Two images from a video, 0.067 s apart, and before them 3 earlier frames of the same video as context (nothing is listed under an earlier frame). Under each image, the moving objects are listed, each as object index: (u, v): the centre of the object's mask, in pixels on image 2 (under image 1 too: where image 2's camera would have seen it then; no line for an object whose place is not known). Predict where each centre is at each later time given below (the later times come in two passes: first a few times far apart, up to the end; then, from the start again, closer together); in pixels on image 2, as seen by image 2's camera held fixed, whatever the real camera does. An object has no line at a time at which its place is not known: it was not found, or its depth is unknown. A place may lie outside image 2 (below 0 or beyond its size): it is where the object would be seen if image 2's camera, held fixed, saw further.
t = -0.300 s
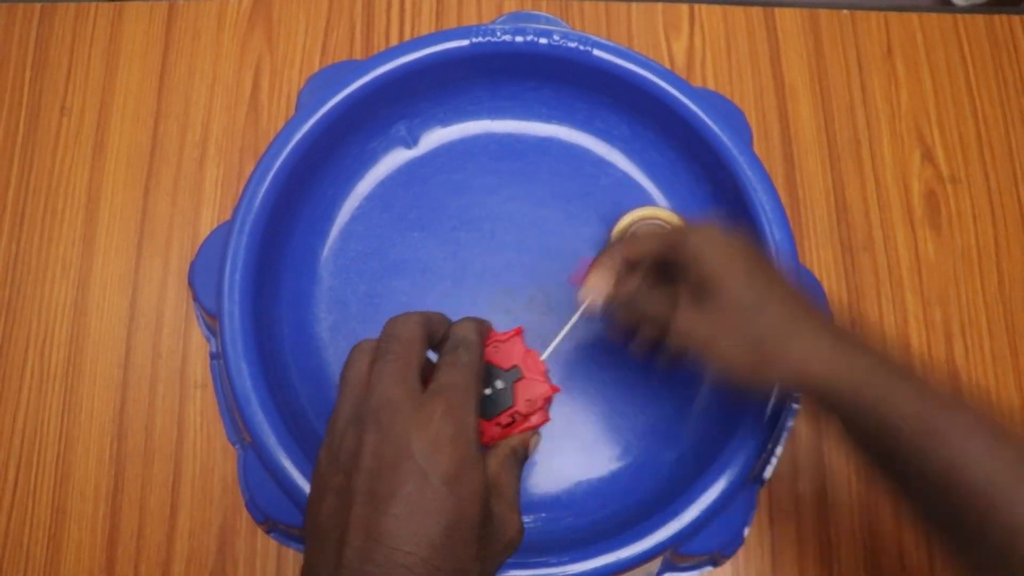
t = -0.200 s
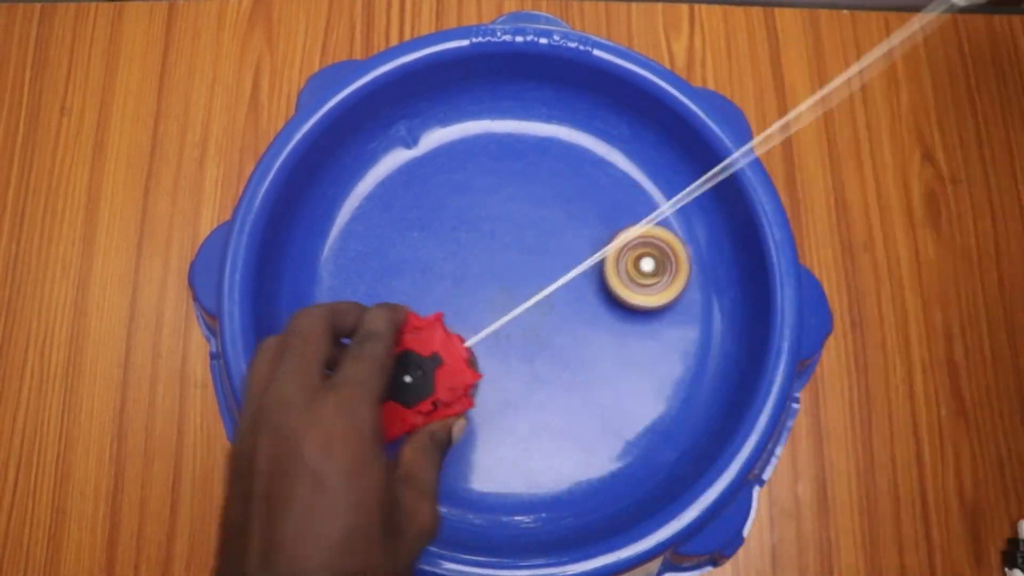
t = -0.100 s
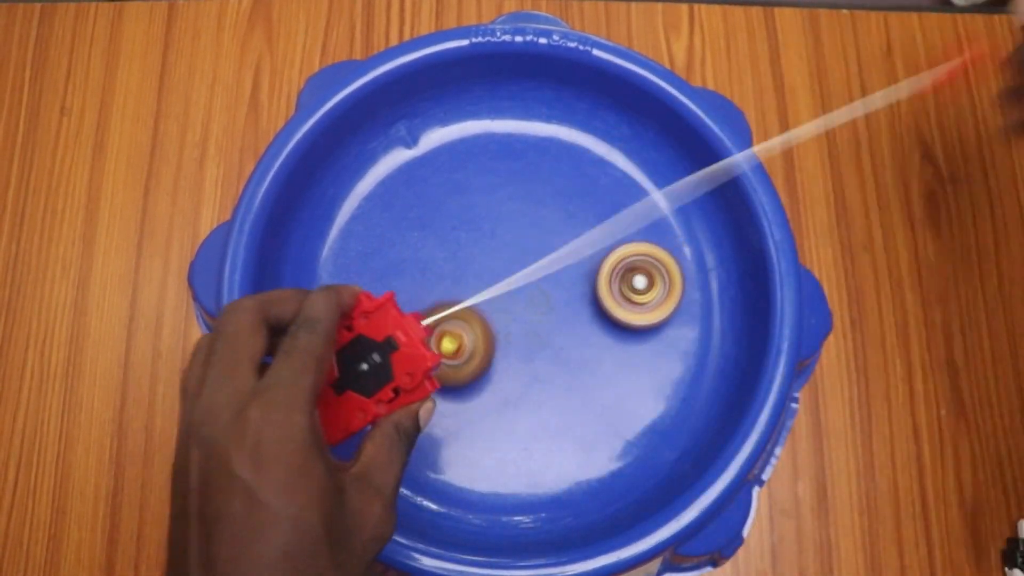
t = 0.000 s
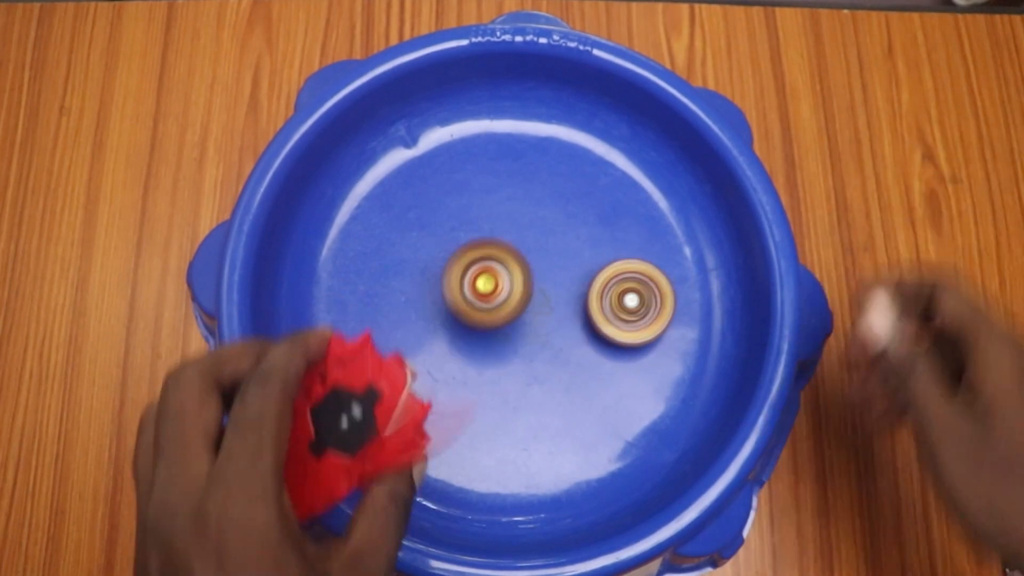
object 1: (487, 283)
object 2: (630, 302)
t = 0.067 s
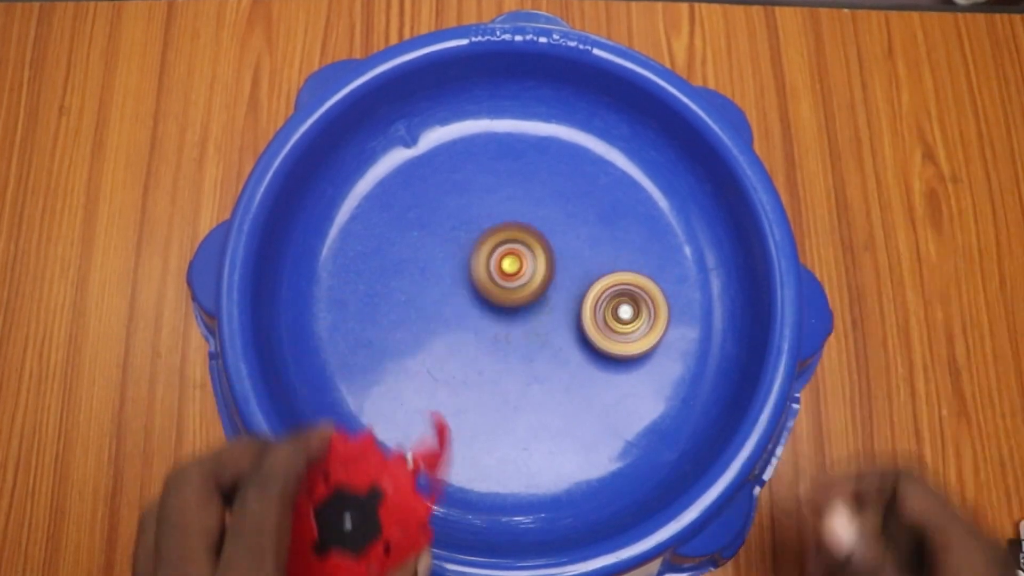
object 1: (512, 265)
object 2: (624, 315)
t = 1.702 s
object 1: (595, 417)
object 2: (381, 398)
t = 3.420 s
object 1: (507, 260)
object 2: (576, 173)
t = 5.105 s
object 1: (556, 320)
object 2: (557, 428)
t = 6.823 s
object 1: (512, 272)
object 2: (464, 198)
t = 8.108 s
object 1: (561, 370)
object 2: (663, 273)
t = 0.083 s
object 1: (517, 262)
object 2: (622, 318)
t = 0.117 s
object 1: (529, 246)
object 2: (618, 324)
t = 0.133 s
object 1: (535, 239)
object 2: (616, 327)
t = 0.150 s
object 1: (540, 233)
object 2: (614, 329)
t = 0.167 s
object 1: (546, 229)
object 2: (611, 333)
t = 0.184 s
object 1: (552, 226)
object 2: (609, 335)
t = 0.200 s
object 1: (556, 225)
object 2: (607, 338)
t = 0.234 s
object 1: (566, 220)
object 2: (602, 343)
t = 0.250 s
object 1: (571, 217)
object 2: (600, 346)
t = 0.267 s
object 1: (575, 215)
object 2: (598, 348)
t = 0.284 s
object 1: (579, 214)
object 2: (595, 351)
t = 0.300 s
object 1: (583, 215)
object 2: (592, 354)
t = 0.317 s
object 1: (586, 217)
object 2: (590, 356)
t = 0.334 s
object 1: (589, 217)
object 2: (588, 359)
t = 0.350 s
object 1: (592, 218)
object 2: (586, 363)
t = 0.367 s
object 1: (595, 220)
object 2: (583, 366)
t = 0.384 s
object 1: (597, 224)
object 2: (581, 369)
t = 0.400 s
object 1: (599, 228)
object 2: (579, 372)
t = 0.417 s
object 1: (601, 232)
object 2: (576, 375)
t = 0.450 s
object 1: (603, 243)
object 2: (572, 381)
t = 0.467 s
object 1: (604, 248)
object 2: (569, 384)
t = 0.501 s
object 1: (605, 261)
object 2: (564, 390)
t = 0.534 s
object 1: (606, 276)
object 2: (560, 395)
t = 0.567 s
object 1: (607, 292)
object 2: (555, 399)
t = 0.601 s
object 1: (608, 308)
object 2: (550, 405)
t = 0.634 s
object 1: (609, 325)
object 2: (545, 410)
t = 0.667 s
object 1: (610, 341)
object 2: (539, 414)
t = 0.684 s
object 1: (611, 350)
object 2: (537, 416)
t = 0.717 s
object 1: (613, 367)
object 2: (532, 420)
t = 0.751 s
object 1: (614, 383)
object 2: (527, 424)
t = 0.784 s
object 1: (616, 400)
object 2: (522, 427)
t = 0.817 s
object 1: (618, 417)
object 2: (517, 430)
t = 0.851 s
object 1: (621, 433)
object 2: (512, 433)
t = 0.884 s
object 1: (624, 447)
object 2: (507, 435)
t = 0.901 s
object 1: (626, 453)
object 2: (505, 437)
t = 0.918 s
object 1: (628, 457)
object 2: (503, 438)
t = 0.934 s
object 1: (627, 457)
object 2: (501, 439)
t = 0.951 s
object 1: (626, 456)
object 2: (499, 440)
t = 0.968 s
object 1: (624, 455)
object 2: (497, 441)
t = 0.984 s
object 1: (623, 453)
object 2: (494, 442)
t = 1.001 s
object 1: (621, 450)
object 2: (492, 442)
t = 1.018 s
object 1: (619, 448)
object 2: (490, 443)
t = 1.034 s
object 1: (618, 445)
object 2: (488, 443)
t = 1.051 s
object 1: (616, 442)
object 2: (486, 443)
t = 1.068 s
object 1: (614, 440)
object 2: (484, 444)
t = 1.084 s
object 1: (612, 437)
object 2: (483, 444)
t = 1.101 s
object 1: (610, 435)
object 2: (481, 445)
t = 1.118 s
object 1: (608, 433)
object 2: (479, 445)
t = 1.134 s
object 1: (606, 432)
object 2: (478, 445)
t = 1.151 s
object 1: (604, 431)
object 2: (476, 445)
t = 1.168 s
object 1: (601, 430)
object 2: (475, 445)
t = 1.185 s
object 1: (598, 429)
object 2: (473, 445)
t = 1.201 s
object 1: (596, 428)
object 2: (472, 445)
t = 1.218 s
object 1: (593, 428)
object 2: (470, 444)
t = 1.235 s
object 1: (590, 427)
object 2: (469, 444)
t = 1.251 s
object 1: (586, 427)
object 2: (468, 443)
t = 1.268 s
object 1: (583, 427)
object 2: (467, 443)
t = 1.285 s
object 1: (579, 427)
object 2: (466, 442)
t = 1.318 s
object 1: (572, 427)
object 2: (464, 440)
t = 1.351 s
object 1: (565, 428)
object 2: (462, 438)
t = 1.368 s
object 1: (560, 428)
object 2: (461, 436)
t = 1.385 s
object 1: (556, 428)
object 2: (460, 435)
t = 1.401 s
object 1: (554, 429)
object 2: (457, 434)
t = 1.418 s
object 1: (562, 430)
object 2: (447, 431)
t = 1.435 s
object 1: (569, 430)
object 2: (440, 429)
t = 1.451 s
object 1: (575, 431)
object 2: (434, 427)
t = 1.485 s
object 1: (584, 431)
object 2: (425, 423)
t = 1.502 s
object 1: (587, 430)
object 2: (421, 421)
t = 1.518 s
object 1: (590, 430)
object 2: (417, 420)
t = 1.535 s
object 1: (591, 430)
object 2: (413, 418)
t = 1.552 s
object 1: (593, 429)
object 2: (409, 416)
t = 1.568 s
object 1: (594, 428)
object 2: (406, 414)
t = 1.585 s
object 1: (595, 427)
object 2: (402, 412)
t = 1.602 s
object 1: (595, 426)
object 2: (399, 410)
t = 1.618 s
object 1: (596, 424)
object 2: (396, 408)
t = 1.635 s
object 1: (596, 423)
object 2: (392, 406)
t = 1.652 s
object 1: (596, 422)
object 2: (389, 404)
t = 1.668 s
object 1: (596, 420)
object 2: (386, 403)
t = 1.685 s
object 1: (595, 418)
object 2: (384, 400)
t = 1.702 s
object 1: (595, 417)
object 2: (381, 398)
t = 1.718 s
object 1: (594, 415)
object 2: (378, 395)
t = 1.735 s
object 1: (593, 413)
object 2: (375, 393)
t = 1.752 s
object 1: (592, 411)
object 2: (373, 391)
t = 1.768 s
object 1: (592, 409)
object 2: (371, 389)
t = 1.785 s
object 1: (590, 408)
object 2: (369, 386)
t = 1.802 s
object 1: (589, 406)
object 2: (367, 383)
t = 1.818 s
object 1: (588, 404)
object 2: (366, 381)
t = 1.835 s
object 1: (587, 402)
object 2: (364, 378)
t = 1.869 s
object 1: (584, 398)
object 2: (361, 373)
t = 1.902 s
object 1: (581, 394)
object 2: (358, 367)
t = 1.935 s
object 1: (579, 389)
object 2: (356, 361)
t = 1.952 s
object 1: (577, 388)
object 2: (355, 358)
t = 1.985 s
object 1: (574, 383)
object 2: (354, 351)
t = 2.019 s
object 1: (571, 379)
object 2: (353, 344)
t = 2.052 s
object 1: (567, 374)
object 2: (352, 337)
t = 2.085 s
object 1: (564, 369)
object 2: (353, 330)
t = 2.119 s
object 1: (561, 365)
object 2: (353, 322)
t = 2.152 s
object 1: (558, 360)
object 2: (354, 315)
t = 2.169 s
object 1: (556, 358)
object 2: (355, 312)
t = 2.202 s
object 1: (552, 354)
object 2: (356, 305)
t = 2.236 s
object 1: (548, 350)
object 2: (357, 298)
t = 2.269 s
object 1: (543, 345)
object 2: (360, 291)
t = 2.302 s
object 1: (539, 341)
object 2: (363, 284)
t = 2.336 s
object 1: (536, 337)
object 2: (366, 278)
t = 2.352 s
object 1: (534, 335)
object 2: (367, 274)
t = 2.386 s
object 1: (530, 332)
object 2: (372, 267)
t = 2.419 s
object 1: (526, 328)
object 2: (375, 260)
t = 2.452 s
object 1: (522, 325)
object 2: (380, 253)
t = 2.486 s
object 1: (519, 322)
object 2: (384, 247)
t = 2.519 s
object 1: (515, 319)
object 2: (389, 240)
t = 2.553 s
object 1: (512, 315)
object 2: (395, 234)
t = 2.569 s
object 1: (510, 314)
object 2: (397, 231)
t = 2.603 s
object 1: (507, 311)
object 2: (402, 225)
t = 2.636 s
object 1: (505, 308)
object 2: (408, 220)
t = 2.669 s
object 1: (502, 306)
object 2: (414, 214)
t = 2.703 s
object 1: (500, 303)
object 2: (422, 210)
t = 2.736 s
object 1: (498, 301)
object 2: (428, 205)
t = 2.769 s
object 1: (496, 298)
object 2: (434, 201)
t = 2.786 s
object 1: (496, 297)
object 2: (438, 199)
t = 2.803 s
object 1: (495, 295)
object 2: (441, 197)
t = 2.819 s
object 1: (494, 294)
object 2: (444, 195)
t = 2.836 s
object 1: (494, 293)
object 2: (448, 192)
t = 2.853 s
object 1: (494, 292)
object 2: (451, 191)
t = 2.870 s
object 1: (493, 290)
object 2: (455, 189)
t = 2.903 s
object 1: (493, 288)
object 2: (462, 185)
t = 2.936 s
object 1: (492, 285)
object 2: (468, 182)
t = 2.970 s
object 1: (492, 283)
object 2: (475, 180)
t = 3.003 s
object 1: (492, 280)
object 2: (482, 176)
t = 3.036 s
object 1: (492, 278)
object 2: (489, 174)
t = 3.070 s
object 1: (493, 276)
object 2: (496, 172)
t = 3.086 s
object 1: (493, 275)
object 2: (499, 171)
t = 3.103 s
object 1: (494, 274)
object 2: (503, 171)
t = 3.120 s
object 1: (494, 273)
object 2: (507, 170)
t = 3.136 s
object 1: (494, 272)
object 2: (510, 170)
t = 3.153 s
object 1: (495, 271)
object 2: (514, 169)
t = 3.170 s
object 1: (495, 271)
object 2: (518, 169)
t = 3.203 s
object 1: (497, 269)
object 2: (526, 168)
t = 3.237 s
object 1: (498, 267)
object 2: (534, 168)
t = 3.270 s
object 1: (499, 265)
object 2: (542, 168)
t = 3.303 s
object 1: (501, 264)
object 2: (550, 168)
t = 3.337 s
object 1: (502, 263)
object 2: (557, 169)
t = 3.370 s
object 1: (504, 262)
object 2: (565, 170)
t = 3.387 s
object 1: (505, 261)
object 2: (569, 171)
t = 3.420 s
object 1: (507, 260)
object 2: (576, 173)
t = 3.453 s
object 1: (509, 259)
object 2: (584, 175)
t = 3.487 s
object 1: (510, 258)
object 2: (591, 176)
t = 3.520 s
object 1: (512, 257)
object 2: (598, 179)
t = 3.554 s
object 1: (514, 255)
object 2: (606, 181)
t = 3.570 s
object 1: (515, 255)
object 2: (609, 183)
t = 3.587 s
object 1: (515, 255)
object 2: (613, 185)
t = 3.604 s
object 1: (516, 254)
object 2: (616, 186)
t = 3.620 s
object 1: (517, 254)
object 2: (620, 188)
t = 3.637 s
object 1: (518, 254)
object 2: (623, 189)
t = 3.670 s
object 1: (519, 253)
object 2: (629, 193)
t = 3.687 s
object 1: (520, 253)
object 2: (632, 195)
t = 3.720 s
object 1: (522, 252)
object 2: (637, 198)
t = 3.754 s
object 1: (523, 252)
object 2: (643, 203)
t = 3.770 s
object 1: (524, 252)
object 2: (646, 205)
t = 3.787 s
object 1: (525, 252)
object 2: (648, 207)
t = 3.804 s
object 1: (526, 252)
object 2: (650, 209)
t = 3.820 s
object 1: (527, 252)
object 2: (653, 212)
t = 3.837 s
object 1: (528, 252)
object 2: (655, 215)
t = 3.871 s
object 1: (529, 252)
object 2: (661, 220)
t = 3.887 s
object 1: (530, 252)
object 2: (663, 223)
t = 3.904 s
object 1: (531, 252)
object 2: (665, 226)
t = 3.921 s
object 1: (532, 252)
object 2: (667, 228)
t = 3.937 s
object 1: (532, 252)
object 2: (669, 231)
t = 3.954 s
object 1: (533, 253)
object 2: (670, 234)
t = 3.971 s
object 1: (535, 253)
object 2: (672, 237)
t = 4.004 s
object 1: (536, 253)
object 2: (675, 242)
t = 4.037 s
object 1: (538, 254)
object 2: (678, 248)
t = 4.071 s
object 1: (540, 255)
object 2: (680, 255)
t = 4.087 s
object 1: (541, 255)
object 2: (681, 258)
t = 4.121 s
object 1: (542, 256)
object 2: (682, 265)
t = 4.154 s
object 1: (544, 258)
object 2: (684, 272)
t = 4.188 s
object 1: (545, 259)
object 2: (684, 279)
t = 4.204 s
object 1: (546, 260)
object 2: (685, 282)
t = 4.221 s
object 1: (547, 261)
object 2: (685, 285)
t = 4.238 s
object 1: (548, 261)
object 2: (685, 289)
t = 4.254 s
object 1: (549, 262)
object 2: (685, 292)
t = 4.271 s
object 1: (549, 264)
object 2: (685, 296)
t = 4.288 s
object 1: (550, 264)
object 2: (684, 299)
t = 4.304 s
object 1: (551, 265)
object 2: (684, 303)
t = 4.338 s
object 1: (552, 267)
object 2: (683, 311)
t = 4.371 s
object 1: (554, 269)
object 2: (681, 318)
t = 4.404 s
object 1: (555, 271)
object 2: (679, 325)
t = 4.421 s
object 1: (556, 272)
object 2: (678, 329)
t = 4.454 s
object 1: (557, 275)
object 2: (675, 336)
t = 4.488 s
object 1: (558, 277)
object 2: (672, 343)
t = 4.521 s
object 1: (559, 280)
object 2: (668, 349)
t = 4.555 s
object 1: (560, 282)
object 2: (665, 356)
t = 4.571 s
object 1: (561, 283)
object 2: (662, 359)
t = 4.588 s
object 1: (562, 285)
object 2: (660, 362)
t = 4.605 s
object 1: (562, 286)
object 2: (658, 365)
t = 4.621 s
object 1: (562, 287)
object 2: (656, 368)
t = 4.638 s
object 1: (562, 288)
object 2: (653, 371)
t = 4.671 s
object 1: (562, 290)
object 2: (648, 376)
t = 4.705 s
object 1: (562, 293)
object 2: (642, 382)
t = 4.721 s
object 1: (562, 294)
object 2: (639, 384)
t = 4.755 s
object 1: (563, 297)
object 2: (633, 389)
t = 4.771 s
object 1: (563, 298)
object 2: (630, 392)
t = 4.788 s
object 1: (563, 299)
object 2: (626, 394)
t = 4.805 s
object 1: (564, 300)
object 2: (622, 397)
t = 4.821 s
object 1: (563, 301)
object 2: (619, 399)
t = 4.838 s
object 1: (563, 302)
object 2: (616, 402)
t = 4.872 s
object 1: (563, 304)
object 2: (608, 406)
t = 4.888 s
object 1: (563, 306)
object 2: (605, 409)
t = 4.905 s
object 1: (562, 307)
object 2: (602, 411)
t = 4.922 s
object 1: (562, 308)
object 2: (598, 413)
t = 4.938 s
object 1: (562, 309)
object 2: (594, 415)
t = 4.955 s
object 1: (561, 310)
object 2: (591, 416)
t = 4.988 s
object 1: (561, 312)
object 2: (584, 420)
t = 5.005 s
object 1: (561, 313)
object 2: (579, 422)
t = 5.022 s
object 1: (560, 315)
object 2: (576, 423)
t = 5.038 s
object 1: (559, 316)
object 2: (572, 424)
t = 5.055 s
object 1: (558, 317)
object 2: (568, 425)
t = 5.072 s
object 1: (557, 318)
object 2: (564, 426)
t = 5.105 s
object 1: (556, 320)
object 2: (557, 428)
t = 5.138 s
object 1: (554, 322)
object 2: (549, 430)
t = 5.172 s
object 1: (552, 324)
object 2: (541, 431)
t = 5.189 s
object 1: (551, 325)
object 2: (536, 431)
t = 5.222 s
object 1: (549, 327)
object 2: (528, 431)
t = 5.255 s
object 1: (547, 329)
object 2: (520, 431)
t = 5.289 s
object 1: (545, 331)
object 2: (512, 431)
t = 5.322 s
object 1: (543, 333)
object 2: (505, 430)
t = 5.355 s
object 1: (541, 334)
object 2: (497, 429)
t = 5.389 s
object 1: (538, 336)
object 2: (489, 428)
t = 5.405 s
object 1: (537, 337)
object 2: (485, 427)
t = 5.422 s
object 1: (537, 337)
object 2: (482, 426)
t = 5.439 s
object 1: (536, 338)
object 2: (478, 425)
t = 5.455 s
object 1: (535, 339)
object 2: (475, 424)
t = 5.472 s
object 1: (533, 339)
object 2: (471, 423)
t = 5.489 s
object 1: (532, 340)
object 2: (468, 421)
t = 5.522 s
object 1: (530, 340)
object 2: (460, 418)
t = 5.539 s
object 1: (529, 341)
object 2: (457, 417)
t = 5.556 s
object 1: (529, 342)
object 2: (453, 415)
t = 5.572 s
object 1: (527, 342)
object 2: (450, 413)
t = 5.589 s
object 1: (526, 342)
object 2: (447, 411)
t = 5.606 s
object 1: (525, 342)
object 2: (444, 409)
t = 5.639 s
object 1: (523, 342)
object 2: (438, 406)
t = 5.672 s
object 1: (521, 342)
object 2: (432, 401)
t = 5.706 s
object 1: (519, 342)
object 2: (426, 397)
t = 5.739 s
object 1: (516, 341)
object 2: (421, 392)
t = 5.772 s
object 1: (514, 341)
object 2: (416, 387)
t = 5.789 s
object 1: (514, 341)
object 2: (414, 385)
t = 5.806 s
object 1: (512, 340)
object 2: (411, 383)
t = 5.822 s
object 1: (511, 340)
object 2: (409, 380)
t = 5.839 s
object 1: (510, 339)
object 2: (407, 377)
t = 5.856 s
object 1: (509, 338)
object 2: (405, 374)
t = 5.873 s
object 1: (509, 338)
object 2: (403, 372)
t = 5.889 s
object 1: (508, 337)
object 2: (402, 368)
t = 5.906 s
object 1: (507, 337)
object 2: (400, 366)
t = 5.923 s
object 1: (507, 336)
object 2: (398, 363)
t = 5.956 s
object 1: (505, 334)
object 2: (396, 357)
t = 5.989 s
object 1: (504, 332)
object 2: (393, 350)
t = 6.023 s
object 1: (503, 331)
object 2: (392, 343)
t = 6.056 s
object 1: (502, 329)
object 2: (391, 336)
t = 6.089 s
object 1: (500, 326)
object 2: (389, 329)
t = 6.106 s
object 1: (500, 325)
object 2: (389, 326)
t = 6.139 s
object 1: (500, 324)
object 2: (389, 319)
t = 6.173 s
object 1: (498, 321)
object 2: (389, 312)
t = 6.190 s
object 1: (498, 320)
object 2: (390, 308)
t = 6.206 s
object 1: (497, 319)
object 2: (390, 305)
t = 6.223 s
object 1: (497, 317)
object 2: (390, 301)
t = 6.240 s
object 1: (498, 316)
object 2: (391, 297)
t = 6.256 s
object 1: (498, 315)
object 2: (391, 293)
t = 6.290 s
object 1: (497, 312)
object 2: (393, 286)
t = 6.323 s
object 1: (497, 310)
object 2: (395, 280)
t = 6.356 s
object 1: (497, 307)
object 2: (397, 273)
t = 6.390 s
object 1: (497, 305)
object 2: (400, 266)
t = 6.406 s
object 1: (497, 304)
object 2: (402, 263)
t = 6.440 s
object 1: (497, 301)
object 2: (406, 256)
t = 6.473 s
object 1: (497, 298)
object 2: (409, 250)
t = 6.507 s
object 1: (497, 295)
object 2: (413, 244)
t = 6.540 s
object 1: (499, 293)
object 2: (417, 238)
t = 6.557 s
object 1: (499, 291)
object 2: (419, 235)
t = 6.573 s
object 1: (498, 290)
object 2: (421, 233)
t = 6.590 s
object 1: (499, 289)
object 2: (424, 230)
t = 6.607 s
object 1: (500, 287)
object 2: (426, 227)
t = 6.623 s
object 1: (501, 286)
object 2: (429, 225)
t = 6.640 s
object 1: (501, 285)
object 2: (432, 222)
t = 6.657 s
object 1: (502, 284)
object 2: (434, 220)
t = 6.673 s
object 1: (503, 283)
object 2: (437, 217)
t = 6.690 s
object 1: (503, 282)
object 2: (440, 215)
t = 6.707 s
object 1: (504, 281)
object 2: (443, 213)
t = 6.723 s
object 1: (504, 279)
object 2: (446, 210)
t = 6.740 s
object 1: (505, 278)
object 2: (449, 208)
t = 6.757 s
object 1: (506, 276)
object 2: (452, 206)
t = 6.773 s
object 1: (508, 275)
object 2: (455, 204)
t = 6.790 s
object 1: (509, 274)
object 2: (458, 202)
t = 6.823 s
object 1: (512, 272)
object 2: (464, 198)
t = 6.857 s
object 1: (514, 271)
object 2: (471, 195)
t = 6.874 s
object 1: (515, 270)
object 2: (474, 193)
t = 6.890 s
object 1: (516, 268)
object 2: (477, 191)
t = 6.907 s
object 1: (517, 267)
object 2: (480, 190)
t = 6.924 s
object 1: (518, 266)
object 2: (483, 188)
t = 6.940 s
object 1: (520, 266)
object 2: (486, 187)
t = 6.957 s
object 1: (522, 266)
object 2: (489, 185)
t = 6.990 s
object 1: (525, 266)
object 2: (496, 183)
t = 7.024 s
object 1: (527, 266)
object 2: (502, 181)
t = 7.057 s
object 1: (530, 265)
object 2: (507, 179)
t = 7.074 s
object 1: (531, 264)
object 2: (511, 178)
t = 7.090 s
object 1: (533, 265)
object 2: (514, 178)
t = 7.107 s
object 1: (535, 265)
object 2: (517, 177)
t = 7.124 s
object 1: (537, 265)
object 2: (521, 177)
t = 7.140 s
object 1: (538, 265)
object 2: (524, 177)
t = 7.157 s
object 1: (539, 265)
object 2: (527, 177)
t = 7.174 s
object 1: (540, 265)
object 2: (531, 177)
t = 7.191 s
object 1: (541, 265)
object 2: (534, 177)
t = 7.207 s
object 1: (543, 265)
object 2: (538, 177)
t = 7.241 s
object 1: (546, 265)
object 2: (544, 177)
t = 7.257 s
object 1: (548, 265)
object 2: (548, 178)
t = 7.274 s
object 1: (550, 266)
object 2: (551, 179)
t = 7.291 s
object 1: (552, 266)
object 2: (554, 179)
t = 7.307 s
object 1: (553, 267)
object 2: (557, 180)
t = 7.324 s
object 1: (554, 268)
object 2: (561, 181)
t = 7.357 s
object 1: (556, 269)
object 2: (568, 183)
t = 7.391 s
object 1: (558, 269)
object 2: (575, 185)
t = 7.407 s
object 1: (560, 270)
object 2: (577, 186)
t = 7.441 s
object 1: (564, 271)
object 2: (584, 188)
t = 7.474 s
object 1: (567, 273)
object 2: (590, 191)
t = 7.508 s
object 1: (569, 275)
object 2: (596, 194)
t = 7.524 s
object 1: (570, 276)
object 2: (599, 196)
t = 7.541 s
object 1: (570, 276)
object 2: (602, 197)
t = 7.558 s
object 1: (571, 277)
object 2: (604, 199)
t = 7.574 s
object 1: (571, 279)
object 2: (608, 201)
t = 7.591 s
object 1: (569, 284)
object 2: (611, 201)
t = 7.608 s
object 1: (568, 287)
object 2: (615, 202)
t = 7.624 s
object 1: (566, 291)
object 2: (618, 204)
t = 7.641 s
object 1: (564, 294)
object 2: (621, 205)
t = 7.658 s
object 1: (563, 298)
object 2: (623, 207)
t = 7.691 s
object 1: (562, 303)
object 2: (629, 210)
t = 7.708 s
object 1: (562, 306)
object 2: (631, 212)
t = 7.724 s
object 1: (563, 309)
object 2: (634, 214)
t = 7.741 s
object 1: (563, 313)
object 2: (636, 216)
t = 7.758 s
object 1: (563, 315)
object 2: (638, 218)
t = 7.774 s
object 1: (563, 319)
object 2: (641, 220)
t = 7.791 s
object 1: (563, 322)
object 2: (643, 222)
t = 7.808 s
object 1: (563, 325)
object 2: (645, 224)
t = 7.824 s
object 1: (563, 328)
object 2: (647, 226)
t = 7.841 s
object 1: (562, 330)
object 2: (649, 229)
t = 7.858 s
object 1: (562, 333)
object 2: (650, 231)
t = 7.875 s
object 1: (562, 336)
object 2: (652, 233)
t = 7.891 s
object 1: (563, 339)
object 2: (653, 236)
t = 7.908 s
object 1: (562, 342)
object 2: (654, 238)
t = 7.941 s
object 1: (563, 348)
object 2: (657, 244)
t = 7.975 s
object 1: (562, 353)
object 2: (659, 249)
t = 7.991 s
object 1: (562, 356)
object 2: (660, 252)
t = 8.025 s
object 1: (562, 360)
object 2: (661, 258)
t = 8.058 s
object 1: (561, 364)
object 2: (662, 264)
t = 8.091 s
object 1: (562, 368)
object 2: (663, 270)
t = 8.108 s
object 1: (561, 370)
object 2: (663, 273)
